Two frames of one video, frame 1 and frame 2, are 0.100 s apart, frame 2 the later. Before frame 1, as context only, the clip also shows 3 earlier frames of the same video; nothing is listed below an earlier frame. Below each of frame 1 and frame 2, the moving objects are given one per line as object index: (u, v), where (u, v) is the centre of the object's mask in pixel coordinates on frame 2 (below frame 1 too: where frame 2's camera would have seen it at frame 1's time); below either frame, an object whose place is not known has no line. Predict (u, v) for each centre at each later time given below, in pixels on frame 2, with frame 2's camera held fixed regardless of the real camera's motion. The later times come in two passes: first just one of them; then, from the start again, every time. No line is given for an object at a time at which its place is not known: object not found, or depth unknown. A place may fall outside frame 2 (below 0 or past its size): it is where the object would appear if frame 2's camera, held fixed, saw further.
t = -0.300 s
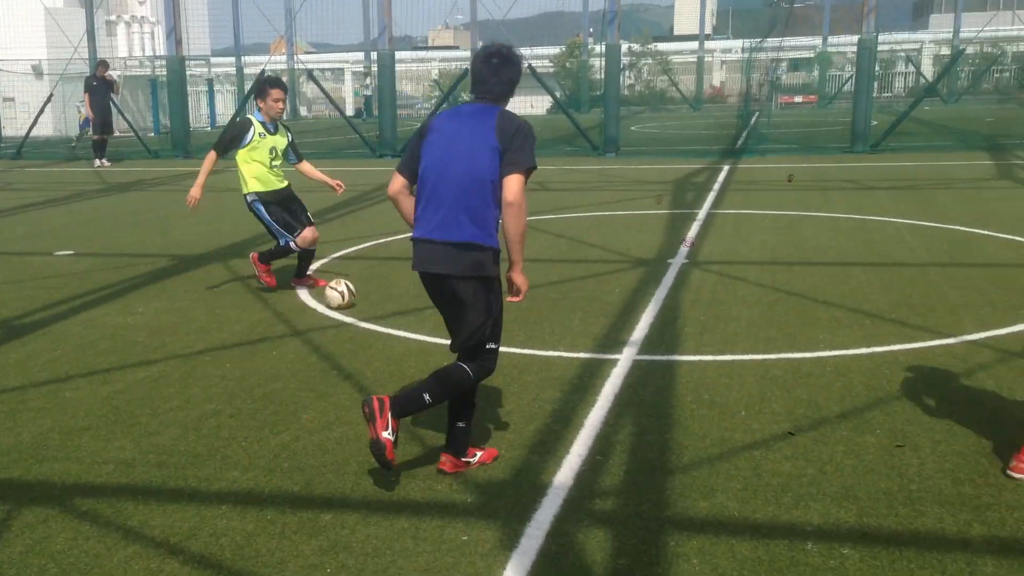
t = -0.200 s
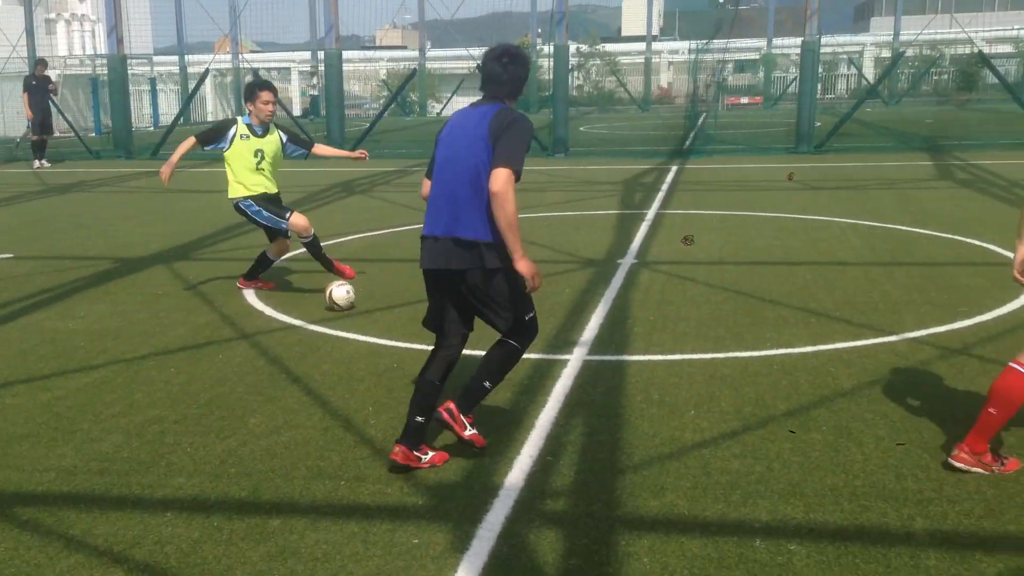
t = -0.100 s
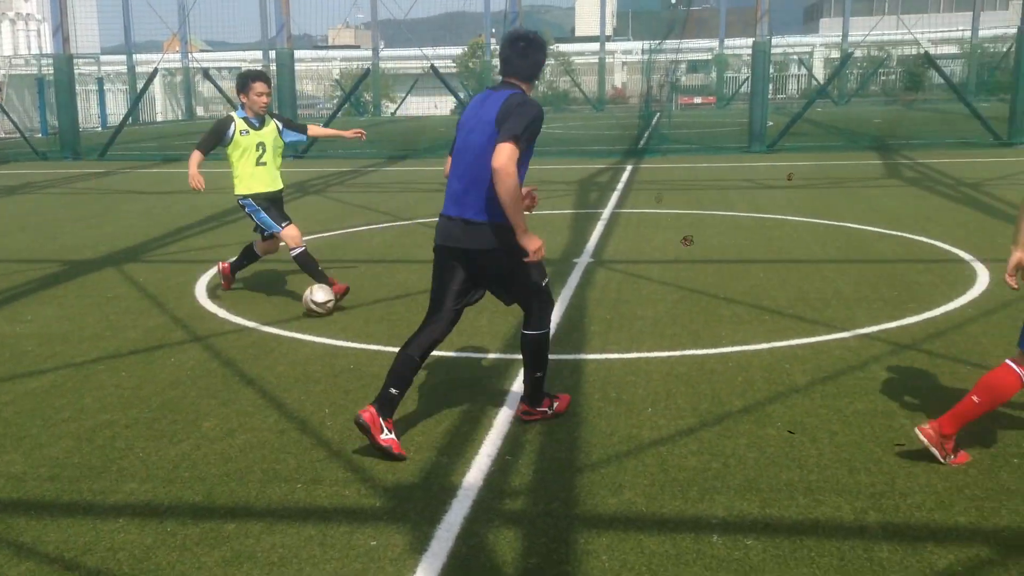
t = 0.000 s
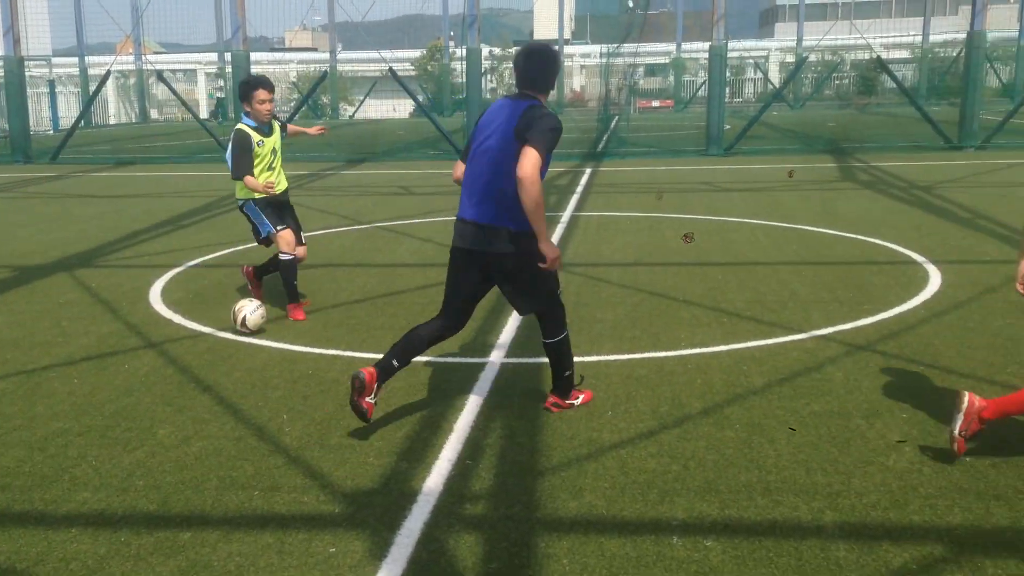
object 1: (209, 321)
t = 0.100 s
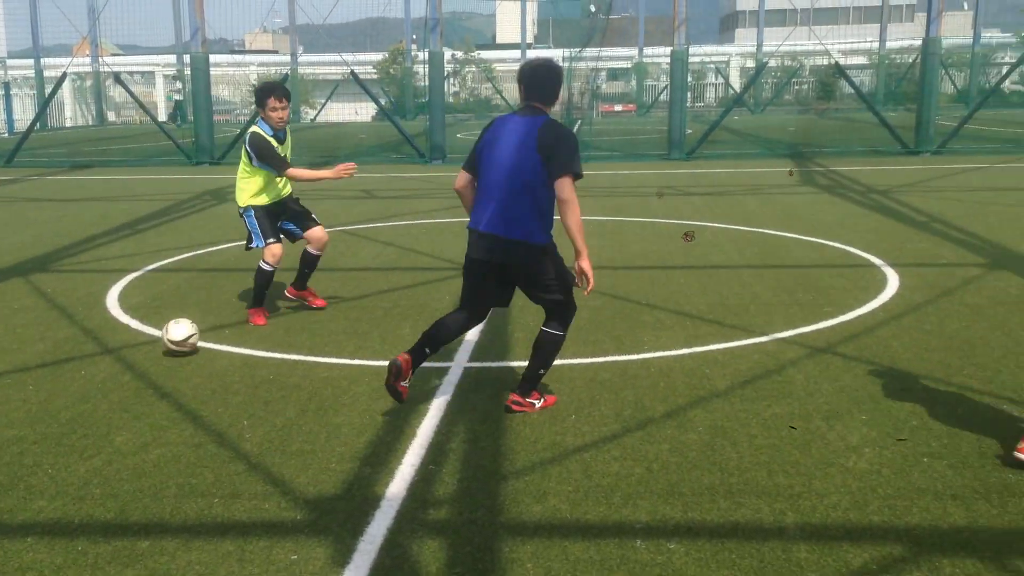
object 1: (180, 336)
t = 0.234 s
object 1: (142, 359)
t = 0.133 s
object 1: (172, 341)
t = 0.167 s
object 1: (162, 349)
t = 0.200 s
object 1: (153, 354)
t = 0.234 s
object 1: (142, 359)
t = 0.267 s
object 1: (132, 366)
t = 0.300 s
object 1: (122, 370)
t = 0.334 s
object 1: (111, 376)
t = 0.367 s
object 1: (101, 383)
